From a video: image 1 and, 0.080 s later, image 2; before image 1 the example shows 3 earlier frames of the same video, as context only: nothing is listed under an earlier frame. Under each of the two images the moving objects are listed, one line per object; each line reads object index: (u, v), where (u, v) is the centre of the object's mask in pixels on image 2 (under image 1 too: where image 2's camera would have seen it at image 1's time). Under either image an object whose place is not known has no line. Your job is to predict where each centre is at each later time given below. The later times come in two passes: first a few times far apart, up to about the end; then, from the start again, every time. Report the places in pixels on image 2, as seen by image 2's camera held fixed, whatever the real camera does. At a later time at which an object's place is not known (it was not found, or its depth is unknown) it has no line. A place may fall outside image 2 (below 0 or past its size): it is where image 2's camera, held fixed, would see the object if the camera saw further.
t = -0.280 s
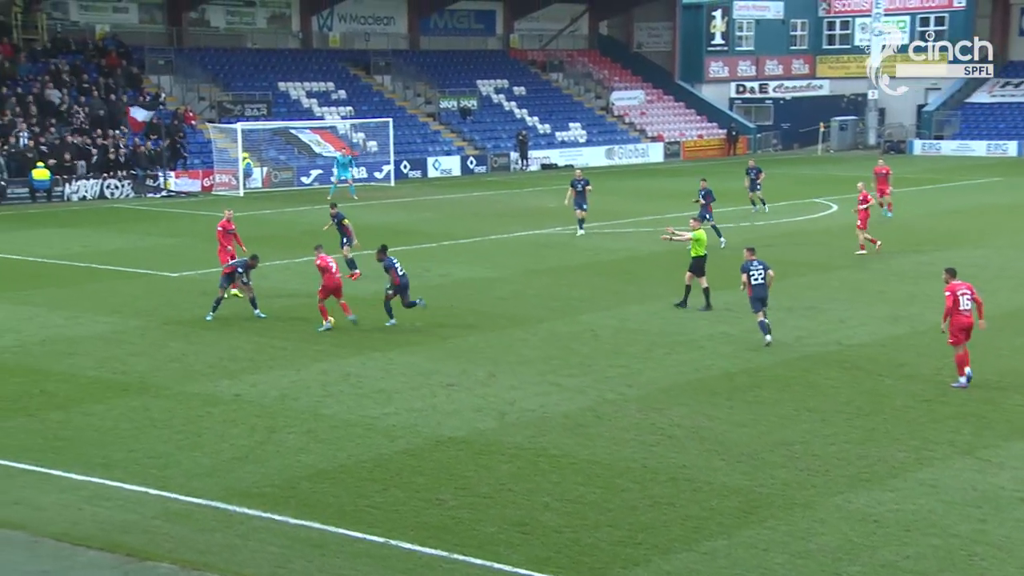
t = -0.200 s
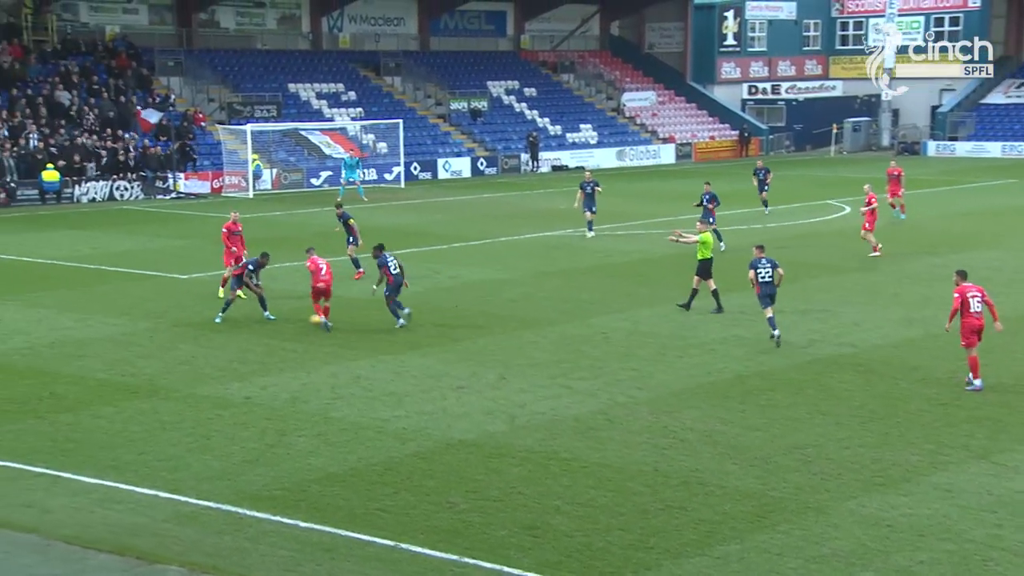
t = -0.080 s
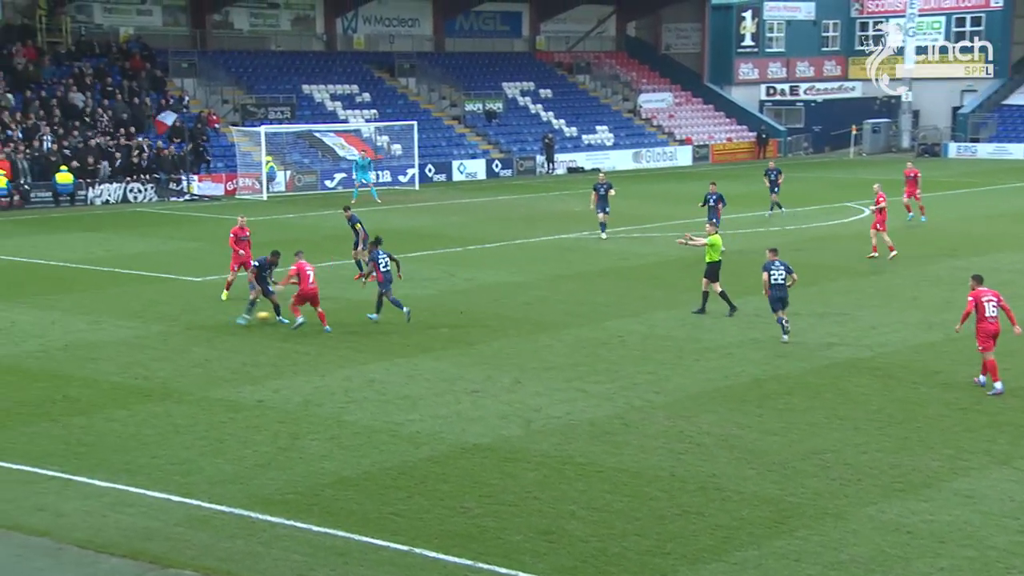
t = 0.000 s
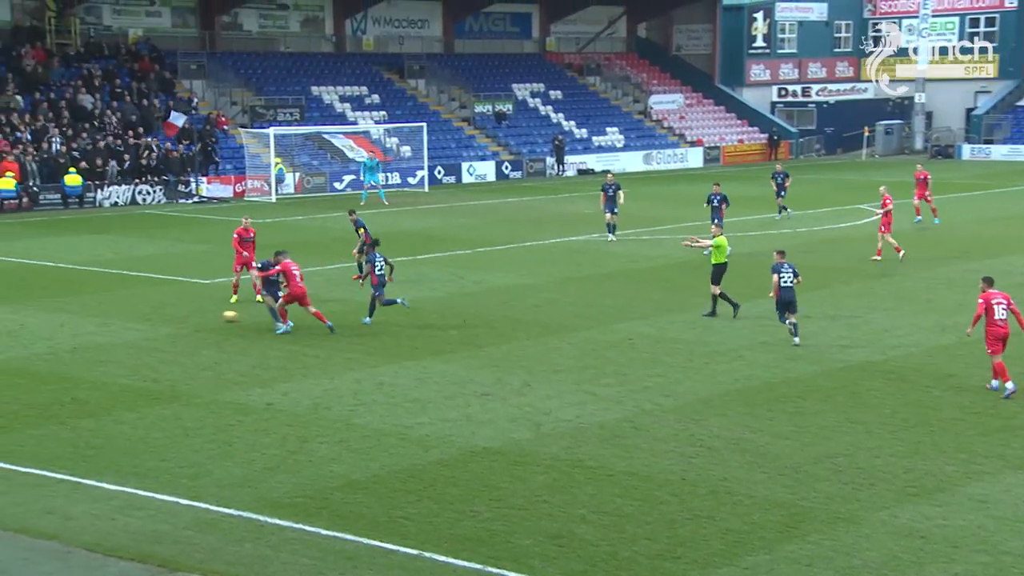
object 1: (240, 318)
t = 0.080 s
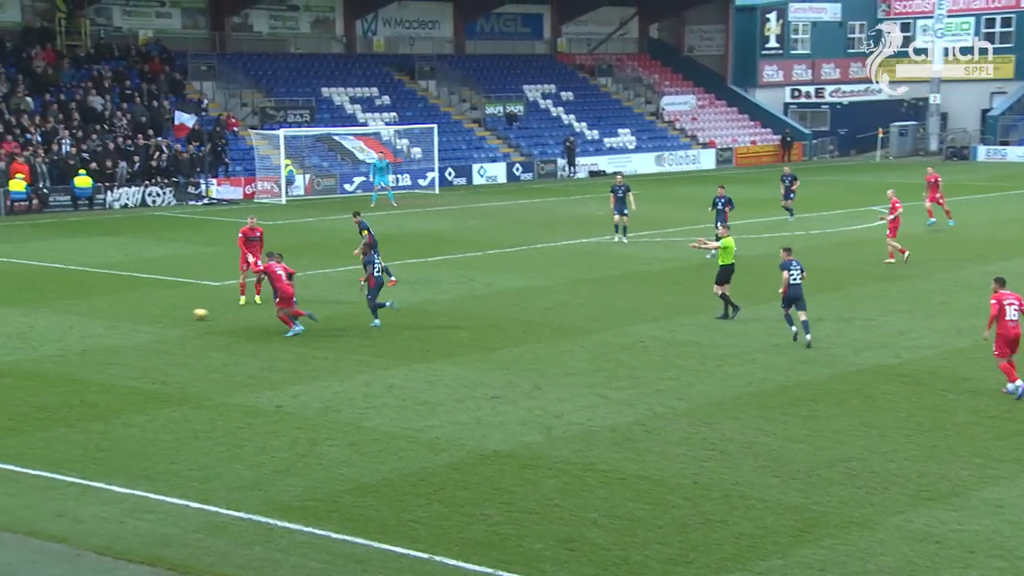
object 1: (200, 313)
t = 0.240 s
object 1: (129, 306)
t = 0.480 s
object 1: (35, 299)
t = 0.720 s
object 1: (-42, 293)
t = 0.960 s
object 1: (-102, 288)
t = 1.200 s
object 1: (-156, 285)
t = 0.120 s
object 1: (181, 312)
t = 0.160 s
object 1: (163, 311)
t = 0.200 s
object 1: (145, 309)
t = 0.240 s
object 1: (129, 306)
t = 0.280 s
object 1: (112, 305)
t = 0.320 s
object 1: (95, 304)
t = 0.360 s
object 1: (79, 303)
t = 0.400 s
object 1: (64, 301)
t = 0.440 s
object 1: (49, 299)
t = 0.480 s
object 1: (35, 299)
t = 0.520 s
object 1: (20, 299)
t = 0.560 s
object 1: (7, 296)
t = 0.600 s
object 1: (-5, 294)
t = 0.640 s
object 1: (-18, 293)
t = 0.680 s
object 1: (-30, 293)
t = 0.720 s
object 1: (-42, 293)
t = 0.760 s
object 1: (-52, 291)
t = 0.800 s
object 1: (-63, 291)
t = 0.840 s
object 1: (-73, 290)
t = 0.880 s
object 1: (-83, 291)
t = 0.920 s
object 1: (-93, 289)
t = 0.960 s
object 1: (-102, 288)
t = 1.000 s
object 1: (-112, 287)
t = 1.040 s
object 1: (-120, 288)
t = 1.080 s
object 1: (-130, 288)
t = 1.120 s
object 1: (-138, 286)
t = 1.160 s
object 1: (-148, 285)
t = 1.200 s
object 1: (-156, 285)
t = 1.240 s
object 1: (-165, 285)
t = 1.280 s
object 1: (-173, 285)
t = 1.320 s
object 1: (-182, 284)
